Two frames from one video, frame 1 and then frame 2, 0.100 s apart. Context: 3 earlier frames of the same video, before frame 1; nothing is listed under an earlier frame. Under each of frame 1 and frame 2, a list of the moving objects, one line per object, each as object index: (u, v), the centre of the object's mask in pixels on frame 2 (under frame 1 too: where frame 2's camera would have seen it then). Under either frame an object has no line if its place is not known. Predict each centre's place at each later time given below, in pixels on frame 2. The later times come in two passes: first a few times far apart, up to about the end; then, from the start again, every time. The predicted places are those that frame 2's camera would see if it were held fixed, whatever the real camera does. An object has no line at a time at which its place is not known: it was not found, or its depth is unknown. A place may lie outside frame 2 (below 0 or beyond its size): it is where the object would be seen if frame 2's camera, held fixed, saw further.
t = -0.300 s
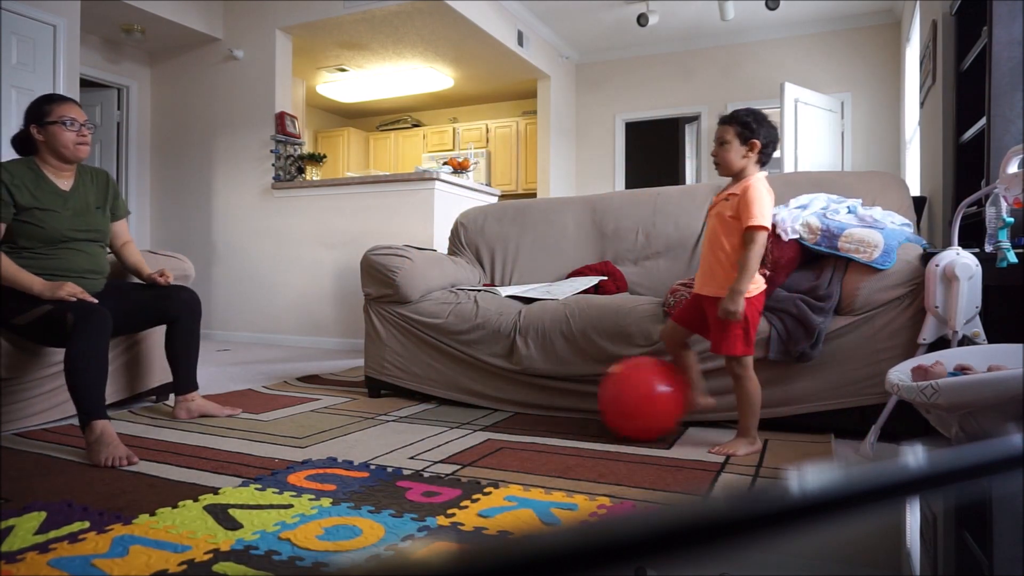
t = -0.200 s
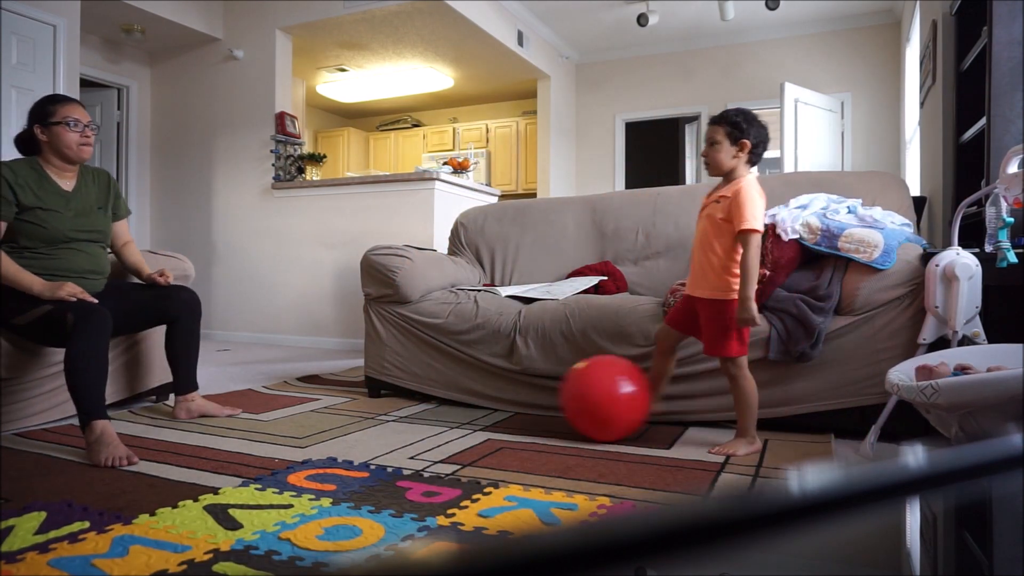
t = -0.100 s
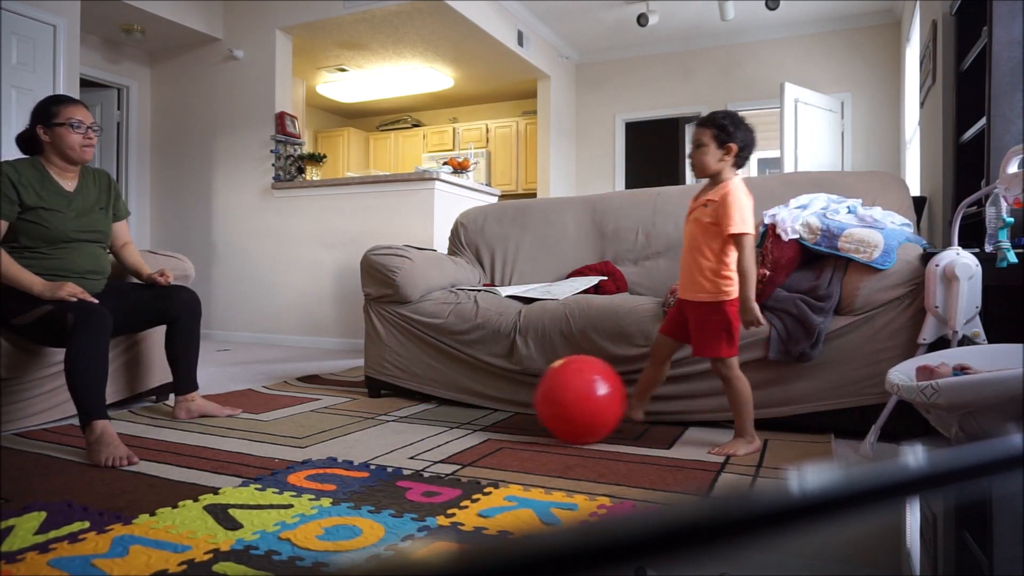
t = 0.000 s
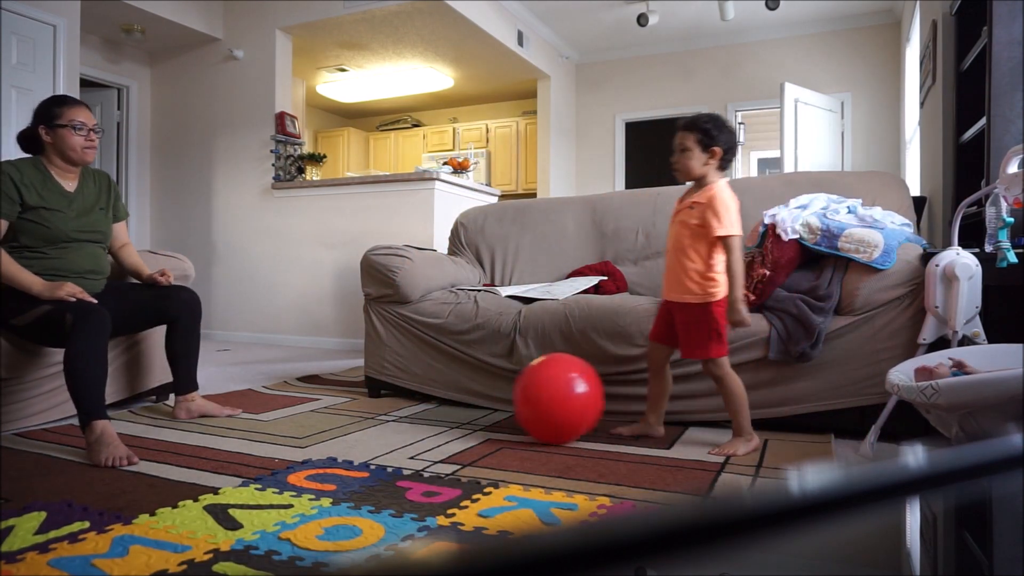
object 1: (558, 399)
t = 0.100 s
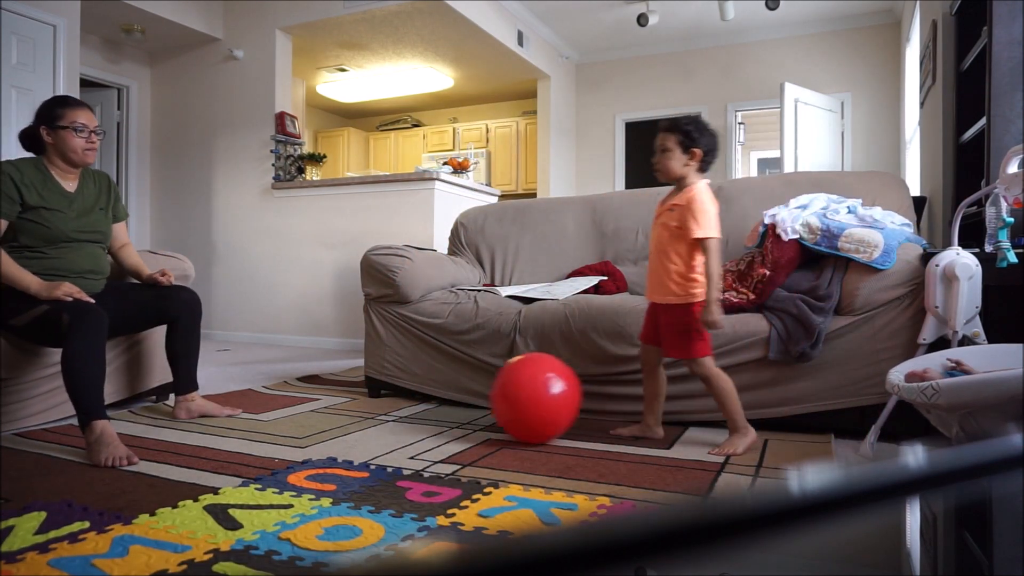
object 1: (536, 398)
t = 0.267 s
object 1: (489, 397)
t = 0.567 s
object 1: (401, 396)
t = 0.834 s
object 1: (354, 396)
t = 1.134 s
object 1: (323, 396)
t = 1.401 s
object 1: (296, 393)
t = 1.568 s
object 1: (281, 387)
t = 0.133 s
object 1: (527, 398)
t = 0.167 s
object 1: (519, 398)
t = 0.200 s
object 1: (509, 398)
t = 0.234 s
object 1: (499, 398)
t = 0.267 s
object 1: (489, 397)
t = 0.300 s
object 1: (479, 398)
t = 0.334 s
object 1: (468, 398)
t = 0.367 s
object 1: (458, 397)
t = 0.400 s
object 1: (447, 396)
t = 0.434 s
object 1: (437, 396)
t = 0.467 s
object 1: (427, 396)
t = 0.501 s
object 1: (418, 397)
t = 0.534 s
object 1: (409, 396)
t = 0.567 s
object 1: (401, 396)
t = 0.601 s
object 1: (394, 396)
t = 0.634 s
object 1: (387, 397)
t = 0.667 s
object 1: (380, 397)
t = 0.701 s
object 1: (374, 397)
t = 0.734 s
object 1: (368, 397)
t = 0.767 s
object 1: (363, 396)
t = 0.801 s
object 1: (358, 396)
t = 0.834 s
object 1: (354, 396)
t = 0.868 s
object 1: (350, 396)
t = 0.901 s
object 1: (346, 396)
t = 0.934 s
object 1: (343, 396)
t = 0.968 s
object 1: (339, 395)
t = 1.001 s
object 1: (336, 395)
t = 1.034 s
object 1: (333, 395)
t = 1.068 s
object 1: (330, 395)
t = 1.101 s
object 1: (326, 396)
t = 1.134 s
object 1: (323, 396)
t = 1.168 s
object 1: (320, 396)
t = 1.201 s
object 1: (316, 396)
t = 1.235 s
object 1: (313, 395)
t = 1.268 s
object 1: (309, 395)
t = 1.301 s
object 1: (306, 394)
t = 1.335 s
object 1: (303, 394)
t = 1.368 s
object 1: (300, 394)
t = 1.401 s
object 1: (296, 393)
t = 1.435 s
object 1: (293, 392)
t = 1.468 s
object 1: (290, 391)
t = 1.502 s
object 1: (287, 390)
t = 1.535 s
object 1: (284, 388)
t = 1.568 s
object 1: (281, 387)
